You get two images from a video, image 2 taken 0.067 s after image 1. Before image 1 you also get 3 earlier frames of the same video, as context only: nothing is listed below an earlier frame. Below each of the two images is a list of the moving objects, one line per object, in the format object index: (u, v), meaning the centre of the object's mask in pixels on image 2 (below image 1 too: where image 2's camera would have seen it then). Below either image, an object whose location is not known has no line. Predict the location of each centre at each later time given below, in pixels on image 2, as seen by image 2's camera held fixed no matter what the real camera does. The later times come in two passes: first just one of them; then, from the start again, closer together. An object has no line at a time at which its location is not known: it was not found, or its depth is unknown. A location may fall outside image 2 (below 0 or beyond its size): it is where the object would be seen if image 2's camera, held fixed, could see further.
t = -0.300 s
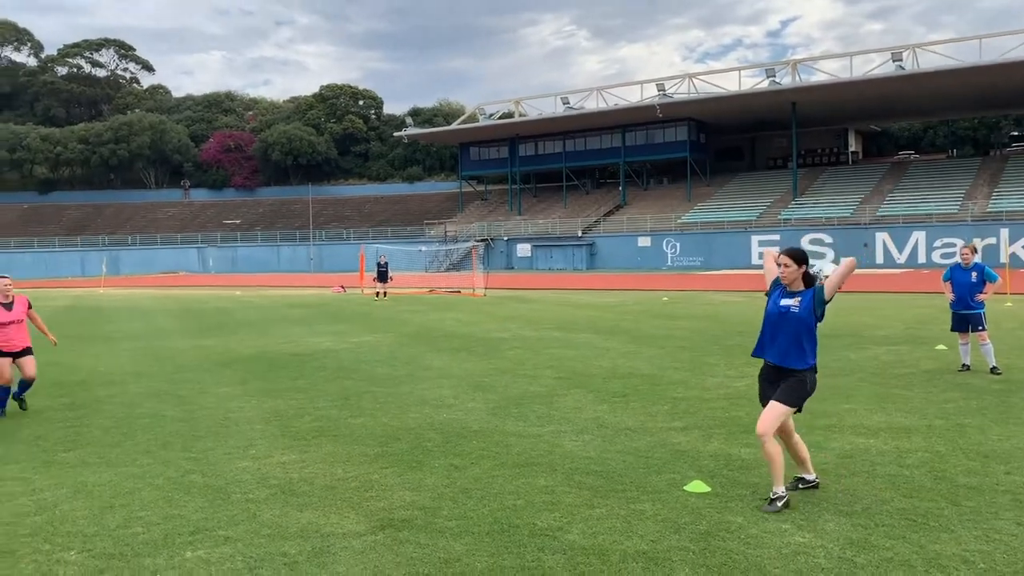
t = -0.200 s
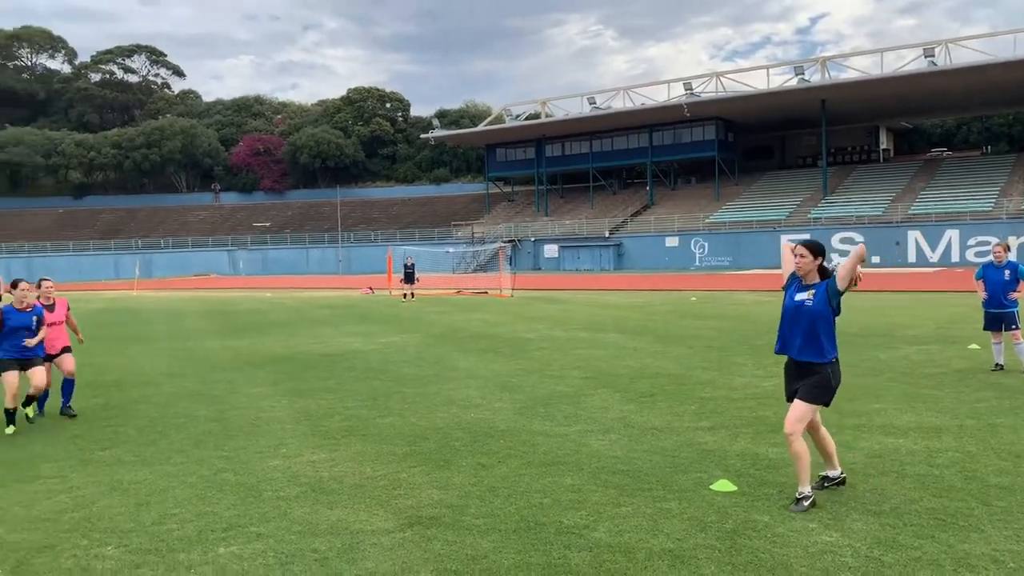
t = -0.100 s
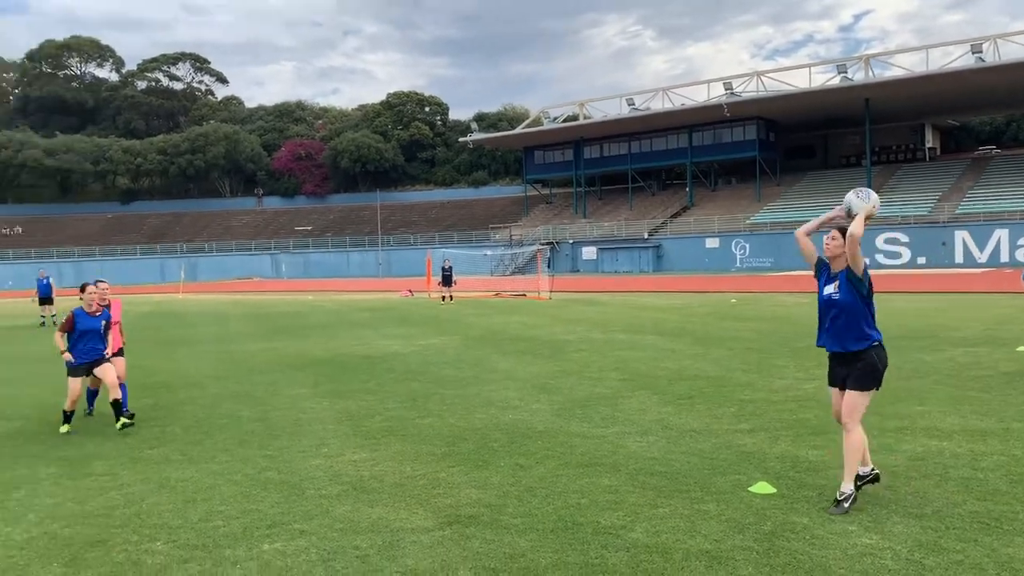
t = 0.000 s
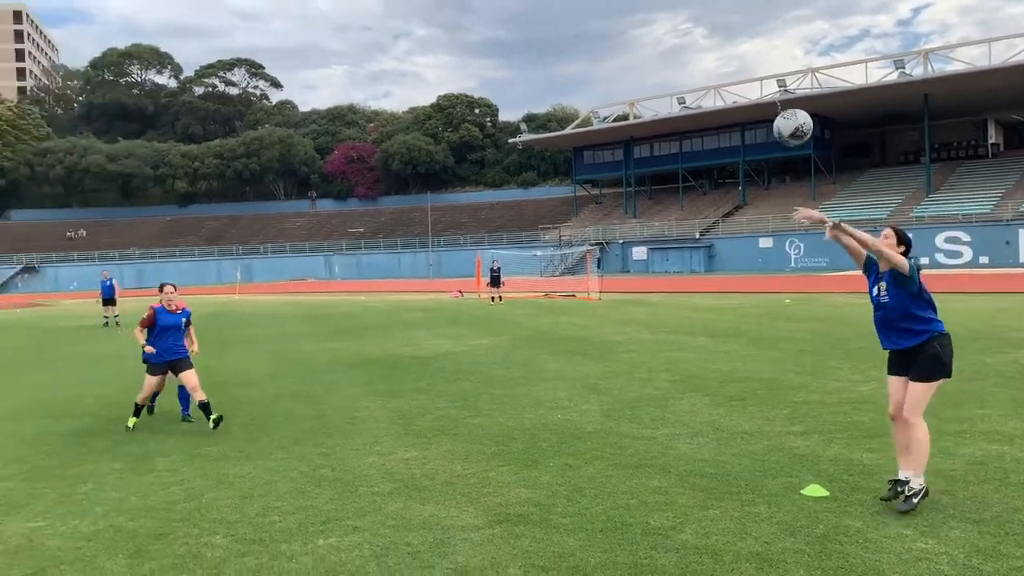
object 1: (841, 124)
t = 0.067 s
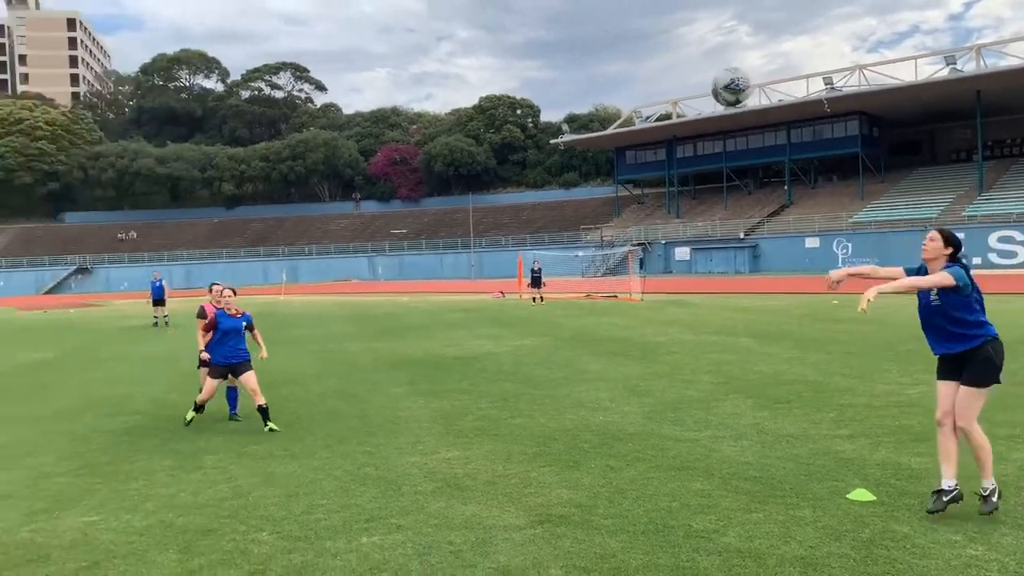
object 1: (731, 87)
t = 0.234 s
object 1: (427, 17)
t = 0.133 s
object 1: (615, 57)
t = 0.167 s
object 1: (555, 41)
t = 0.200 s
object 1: (492, 26)
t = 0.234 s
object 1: (427, 17)
